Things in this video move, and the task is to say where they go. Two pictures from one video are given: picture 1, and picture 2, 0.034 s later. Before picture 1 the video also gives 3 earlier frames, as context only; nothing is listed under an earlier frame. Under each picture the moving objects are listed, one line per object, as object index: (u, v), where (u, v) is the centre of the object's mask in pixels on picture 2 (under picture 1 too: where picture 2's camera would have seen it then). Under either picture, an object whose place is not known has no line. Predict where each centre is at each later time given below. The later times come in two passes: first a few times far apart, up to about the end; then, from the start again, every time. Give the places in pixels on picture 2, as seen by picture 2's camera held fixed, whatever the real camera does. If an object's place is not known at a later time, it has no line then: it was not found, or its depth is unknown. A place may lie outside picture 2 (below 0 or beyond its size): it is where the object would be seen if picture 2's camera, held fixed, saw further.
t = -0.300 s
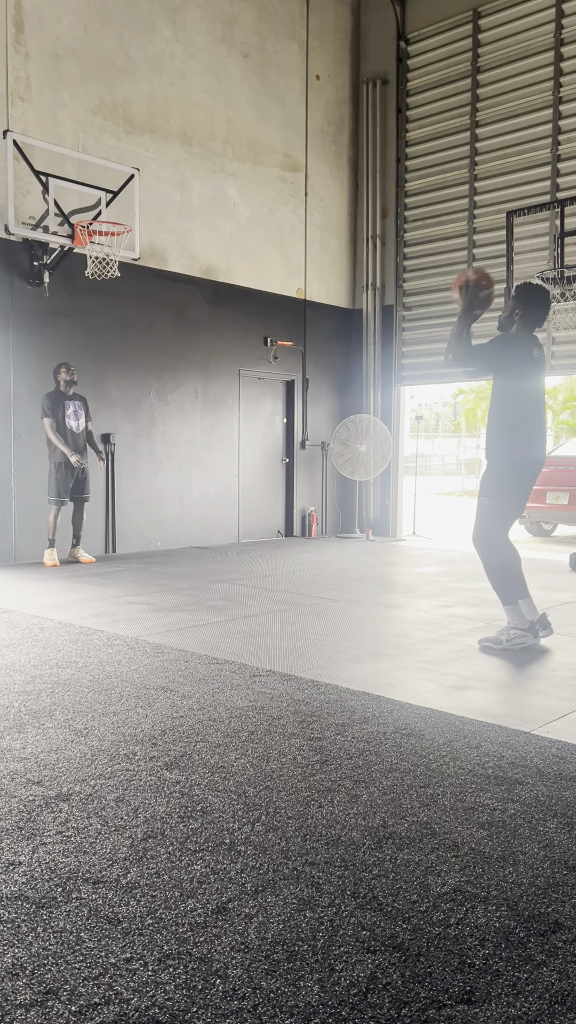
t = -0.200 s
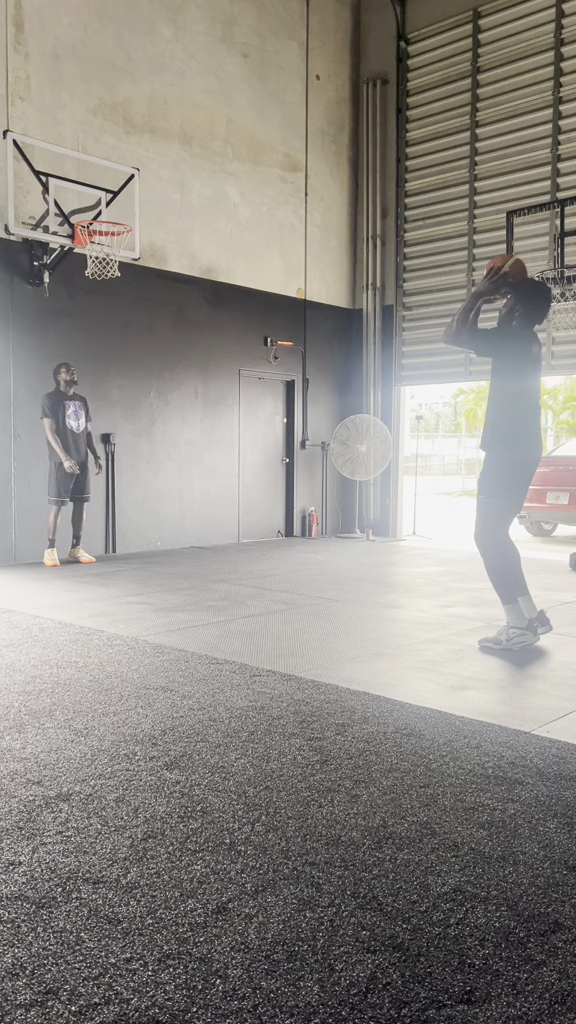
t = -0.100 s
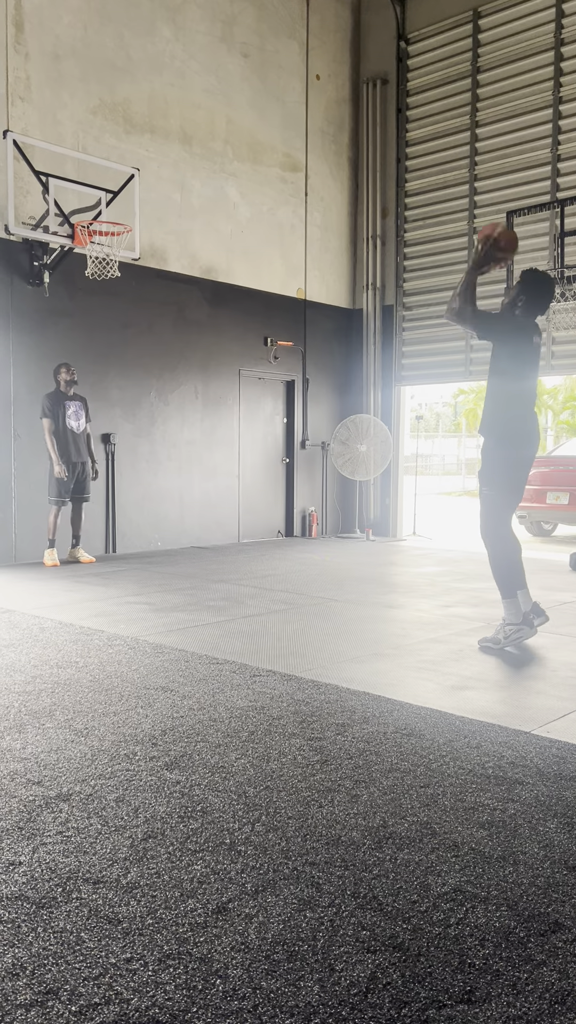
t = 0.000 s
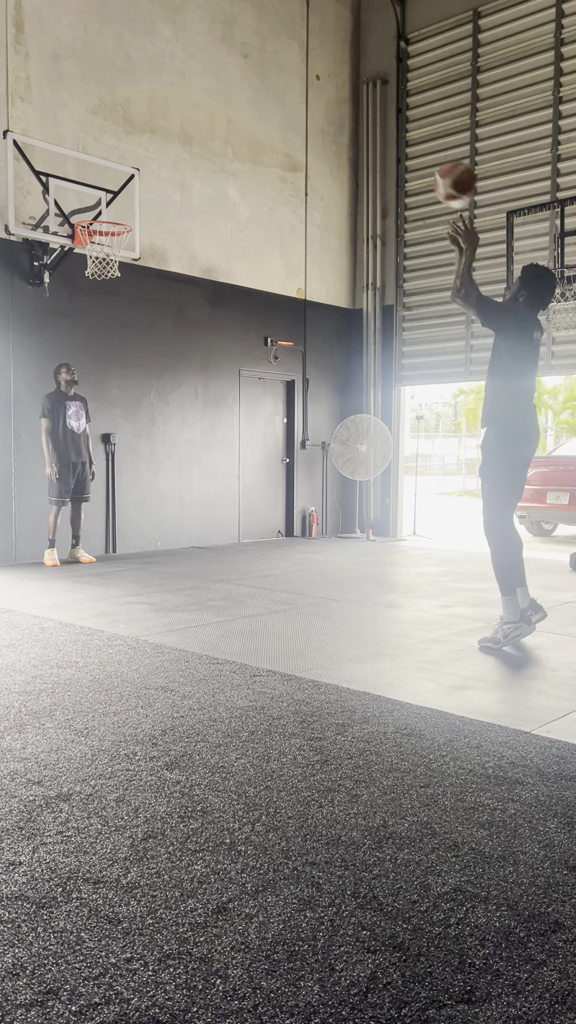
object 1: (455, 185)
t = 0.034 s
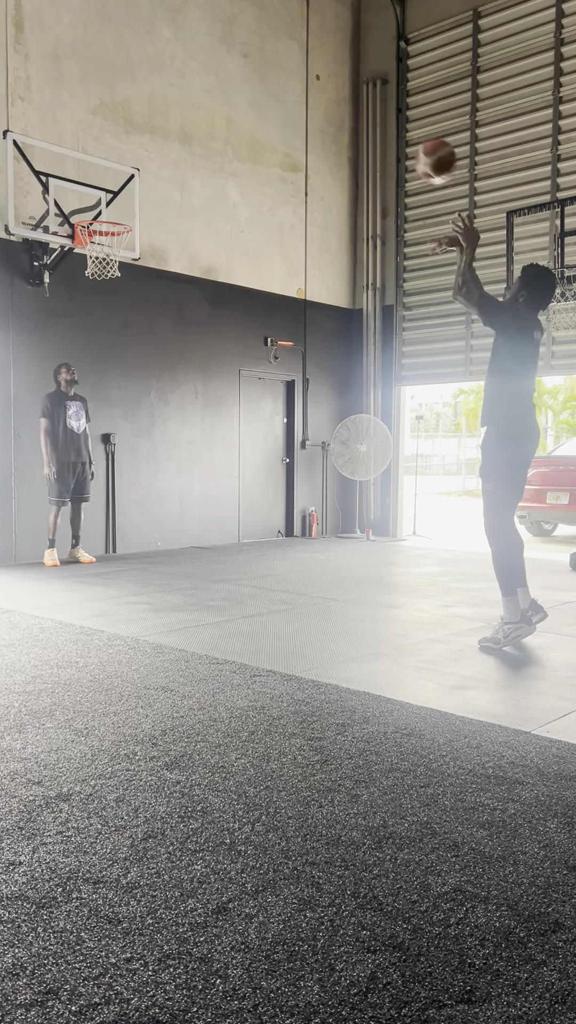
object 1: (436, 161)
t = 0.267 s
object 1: (319, 71)
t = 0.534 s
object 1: (213, 79)
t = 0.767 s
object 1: (141, 156)
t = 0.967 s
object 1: (92, 254)
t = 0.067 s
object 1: (417, 141)
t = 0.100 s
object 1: (399, 124)
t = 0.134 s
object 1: (382, 109)
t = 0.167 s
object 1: (366, 96)
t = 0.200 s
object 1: (349, 86)
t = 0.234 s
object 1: (335, 77)
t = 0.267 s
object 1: (319, 71)
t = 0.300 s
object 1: (304, 66)
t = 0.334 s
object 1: (290, 64)
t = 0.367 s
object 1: (276, 63)
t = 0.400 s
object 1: (263, 62)
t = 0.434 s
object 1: (250, 65)
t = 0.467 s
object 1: (237, 68)
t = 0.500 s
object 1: (225, 73)
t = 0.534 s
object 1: (213, 79)
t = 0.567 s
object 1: (202, 87)
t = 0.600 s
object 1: (191, 96)
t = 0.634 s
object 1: (180, 105)
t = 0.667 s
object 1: (170, 116)
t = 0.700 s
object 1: (160, 129)
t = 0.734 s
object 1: (150, 142)
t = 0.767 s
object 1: (141, 156)
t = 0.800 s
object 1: (132, 171)
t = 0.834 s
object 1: (122, 187)
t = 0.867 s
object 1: (113, 205)
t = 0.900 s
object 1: (105, 221)
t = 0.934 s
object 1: (97, 237)
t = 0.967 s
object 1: (92, 254)
